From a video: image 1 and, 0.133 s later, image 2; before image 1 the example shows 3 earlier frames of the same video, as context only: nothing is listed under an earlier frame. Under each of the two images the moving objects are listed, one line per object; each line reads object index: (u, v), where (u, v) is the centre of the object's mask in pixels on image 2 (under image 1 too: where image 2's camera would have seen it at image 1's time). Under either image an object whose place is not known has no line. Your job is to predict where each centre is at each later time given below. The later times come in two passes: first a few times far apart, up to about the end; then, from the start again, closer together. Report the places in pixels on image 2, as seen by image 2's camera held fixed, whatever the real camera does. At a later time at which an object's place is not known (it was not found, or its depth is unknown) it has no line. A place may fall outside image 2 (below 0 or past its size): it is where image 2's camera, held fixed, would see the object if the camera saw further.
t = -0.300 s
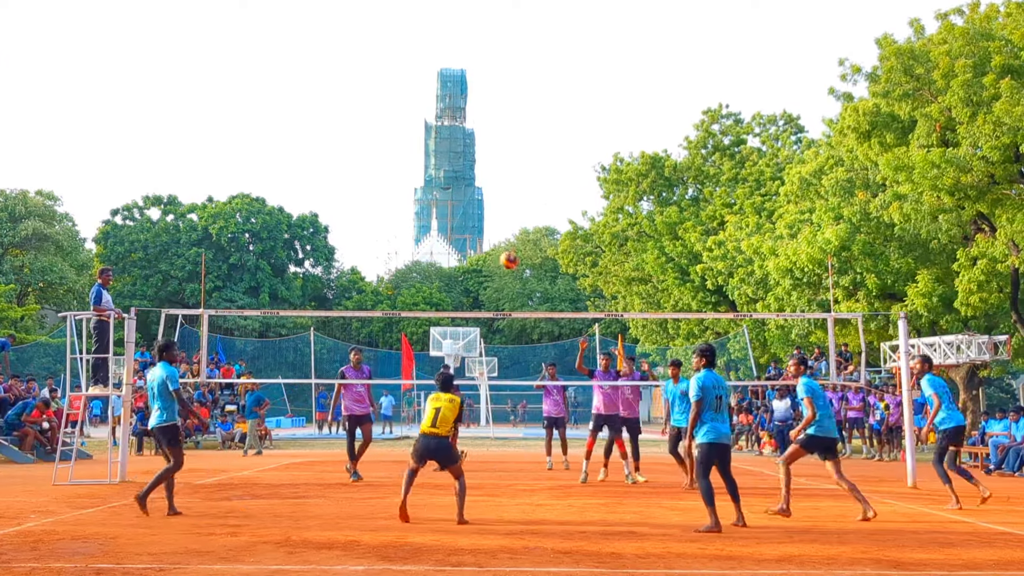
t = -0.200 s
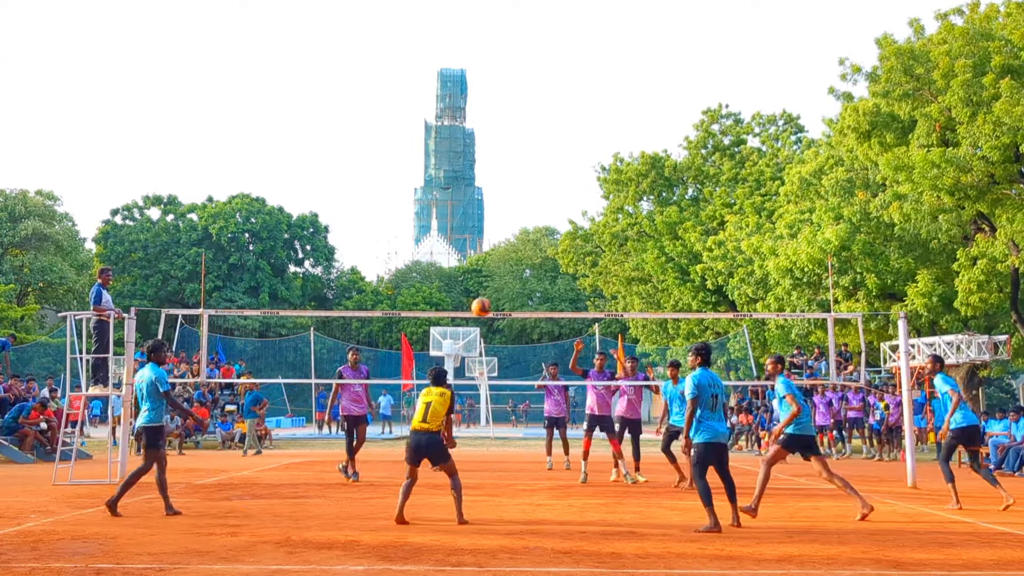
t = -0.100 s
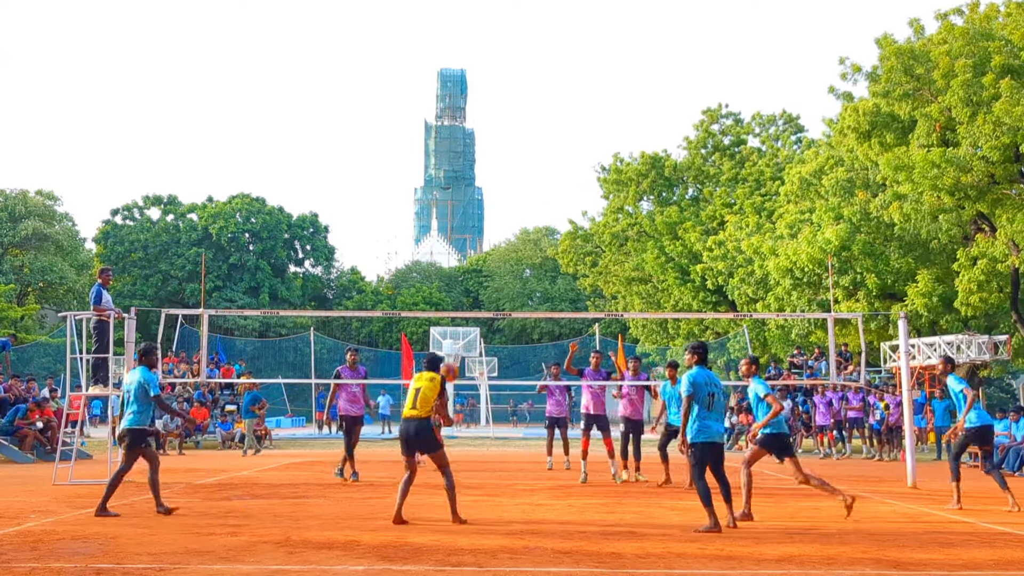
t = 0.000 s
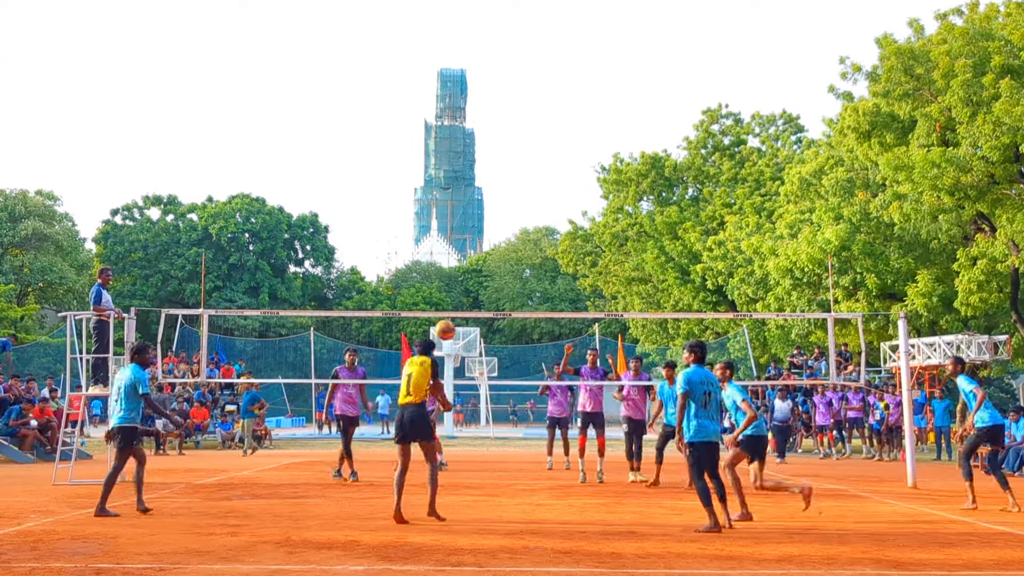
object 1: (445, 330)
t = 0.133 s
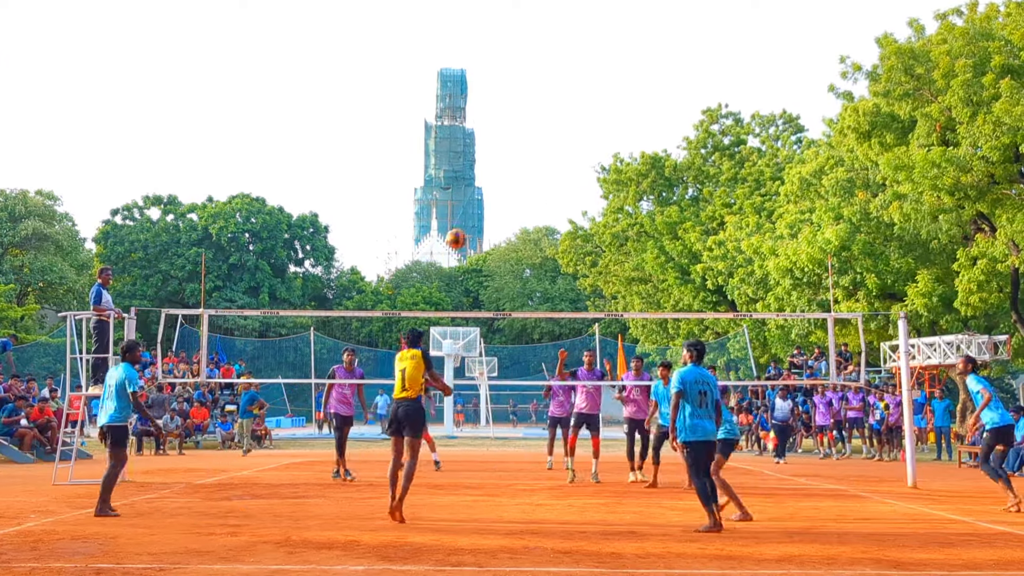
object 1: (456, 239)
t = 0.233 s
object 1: (464, 185)
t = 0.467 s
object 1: (480, 100)
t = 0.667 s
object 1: (493, 68)
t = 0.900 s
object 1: (506, 75)
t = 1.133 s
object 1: (517, 123)
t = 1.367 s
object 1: (528, 209)
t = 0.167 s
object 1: (458, 220)
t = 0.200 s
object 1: (461, 202)
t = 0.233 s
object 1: (464, 185)
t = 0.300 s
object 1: (468, 155)
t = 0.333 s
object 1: (470, 141)
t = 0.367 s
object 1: (473, 129)
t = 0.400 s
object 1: (476, 118)
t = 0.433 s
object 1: (478, 108)
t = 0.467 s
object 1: (480, 100)
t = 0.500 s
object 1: (482, 92)
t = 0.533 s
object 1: (485, 86)
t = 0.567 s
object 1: (486, 80)
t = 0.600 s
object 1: (489, 75)
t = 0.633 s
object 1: (491, 71)
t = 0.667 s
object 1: (493, 68)
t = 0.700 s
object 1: (494, 66)
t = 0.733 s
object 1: (496, 66)
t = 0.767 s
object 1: (498, 66)
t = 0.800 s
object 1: (500, 67)
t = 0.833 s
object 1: (502, 69)
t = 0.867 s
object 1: (504, 72)
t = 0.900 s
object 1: (506, 75)
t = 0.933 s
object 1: (507, 79)
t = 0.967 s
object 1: (509, 85)
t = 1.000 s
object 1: (511, 90)
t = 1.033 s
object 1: (512, 97)
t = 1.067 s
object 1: (514, 105)
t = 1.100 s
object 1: (516, 113)
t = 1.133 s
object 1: (517, 123)
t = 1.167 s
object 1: (519, 133)
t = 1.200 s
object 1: (521, 144)
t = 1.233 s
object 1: (522, 155)
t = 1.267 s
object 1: (524, 167)
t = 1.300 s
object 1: (526, 181)
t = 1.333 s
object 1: (527, 194)
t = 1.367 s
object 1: (528, 209)
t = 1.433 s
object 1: (531, 240)
